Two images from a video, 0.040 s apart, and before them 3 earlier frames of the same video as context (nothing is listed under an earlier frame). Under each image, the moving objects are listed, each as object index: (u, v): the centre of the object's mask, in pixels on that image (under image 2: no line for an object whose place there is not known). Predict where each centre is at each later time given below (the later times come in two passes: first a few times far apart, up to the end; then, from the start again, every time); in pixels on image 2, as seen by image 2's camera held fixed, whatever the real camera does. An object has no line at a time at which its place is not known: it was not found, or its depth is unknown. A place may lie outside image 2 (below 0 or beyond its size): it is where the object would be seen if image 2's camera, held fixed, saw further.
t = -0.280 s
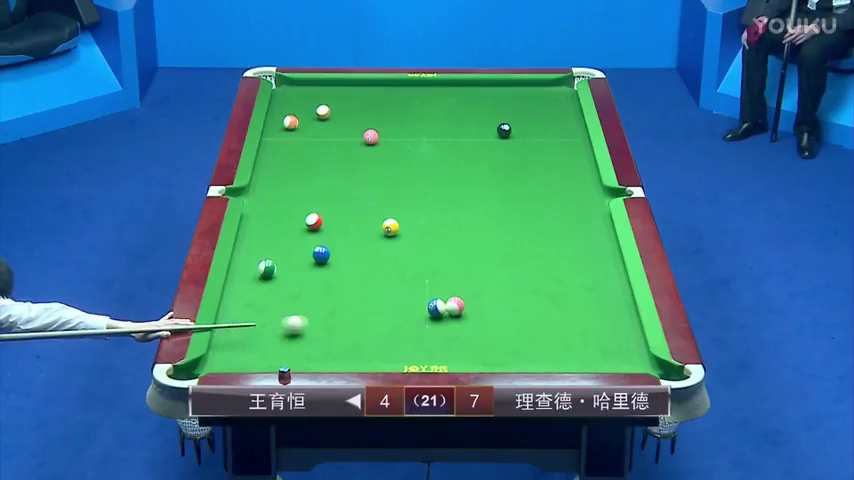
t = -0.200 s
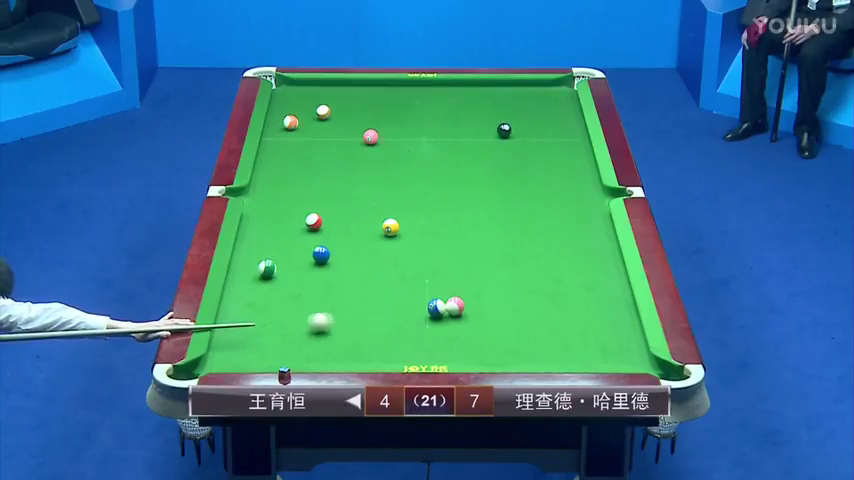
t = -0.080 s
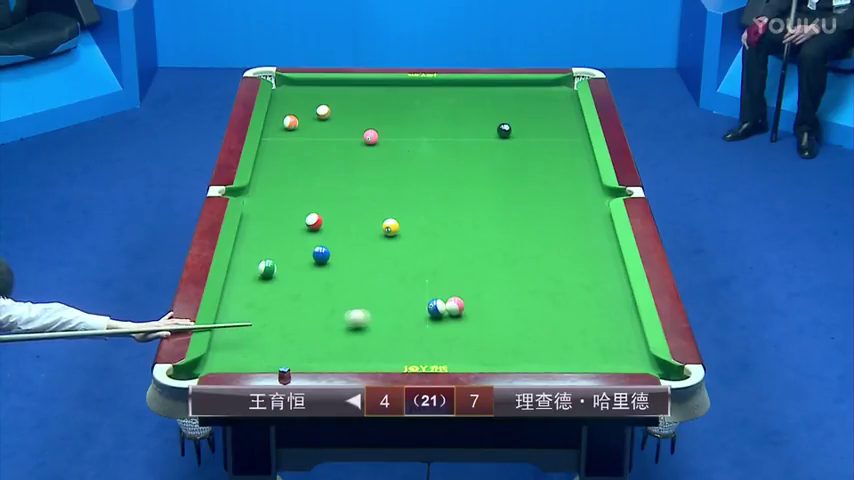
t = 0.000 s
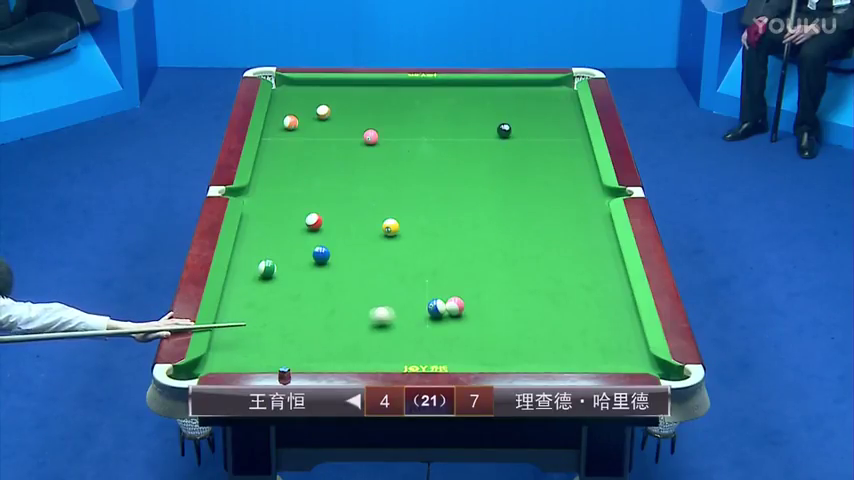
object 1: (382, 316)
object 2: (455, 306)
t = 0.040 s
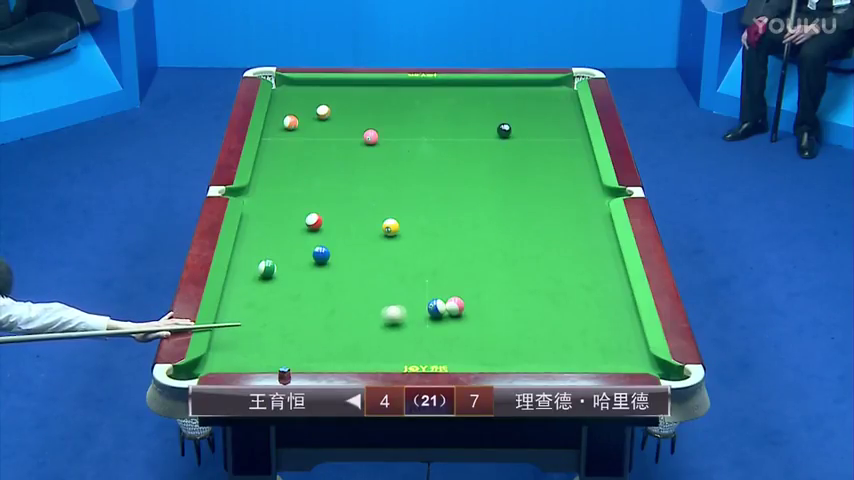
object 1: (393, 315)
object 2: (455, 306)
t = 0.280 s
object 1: (430, 316)
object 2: (486, 302)
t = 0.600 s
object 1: (453, 321)
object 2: (542, 294)
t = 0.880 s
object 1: (472, 325)
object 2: (588, 288)
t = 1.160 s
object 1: (487, 329)
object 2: (613, 283)
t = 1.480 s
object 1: (504, 333)
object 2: (579, 278)
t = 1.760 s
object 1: (515, 336)
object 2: (552, 275)
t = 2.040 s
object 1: (525, 338)
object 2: (528, 271)
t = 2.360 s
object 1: (533, 339)
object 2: (503, 269)
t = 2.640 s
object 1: (537, 340)
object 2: (484, 266)
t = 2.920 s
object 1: (539, 341)
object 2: (468, 264)
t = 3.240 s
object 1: (540, 341)
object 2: (452, 262)
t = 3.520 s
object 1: (540, 341)
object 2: (440, 261)
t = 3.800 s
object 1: (540, 341)
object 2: (431, 259)
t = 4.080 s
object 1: (540, 341)
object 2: (423, 259)
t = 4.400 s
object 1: (540, 341)
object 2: (418, 258)
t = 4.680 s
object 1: (540, 341)
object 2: (415, 258)
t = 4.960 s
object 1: (540, 341)
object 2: (415, 258)
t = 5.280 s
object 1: (540, 341)
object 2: (415, 258)
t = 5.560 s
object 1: (540, 341)
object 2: (415, 258)
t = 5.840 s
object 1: (540, 341)
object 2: (415, 258)
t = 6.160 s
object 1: (540, 341)
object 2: (415, 258)
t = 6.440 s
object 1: (540, 341)
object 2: (415, 258)
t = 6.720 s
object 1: (540, 341)
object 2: (415, 258)
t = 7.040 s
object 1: (540, 341)
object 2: (415, 258)
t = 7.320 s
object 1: (540, 341)
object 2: (415, 258)
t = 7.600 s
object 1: (540, 341)
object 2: (415, 258)
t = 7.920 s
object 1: (540, 341)
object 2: (416, 258)
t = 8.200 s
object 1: (540, 341)
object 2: (416, 258)
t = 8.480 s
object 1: (540, 342)
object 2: (416, 258)
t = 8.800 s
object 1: (540, 341)
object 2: (416, 258)
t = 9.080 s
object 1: (540, 341)
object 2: (416, 258)
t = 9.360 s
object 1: (540, 341)
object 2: (416, 258)
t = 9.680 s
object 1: (540, 341)
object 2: (416, 258)
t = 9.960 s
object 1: (540, 341)
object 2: (416, 258)
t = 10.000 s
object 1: (540, 341)
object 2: (416, 258)
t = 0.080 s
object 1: (405, 314)
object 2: (455, 306)
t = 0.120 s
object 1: (416, 313)
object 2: (455, 306)
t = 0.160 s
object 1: (421, 314)
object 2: (462, 305)
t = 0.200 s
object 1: (423, 314)
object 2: (470, 304)
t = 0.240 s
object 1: (426, 315)
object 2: (478, 303)
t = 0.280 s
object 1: (430, 316)
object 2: (486, 302)
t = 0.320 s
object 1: (433, 316)
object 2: (493, 301)
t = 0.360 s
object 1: (436, 317)
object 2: (500, 300)
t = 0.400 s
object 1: (439, 318)
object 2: (507, 299)
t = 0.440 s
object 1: (442, 318)
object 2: (515, 298)
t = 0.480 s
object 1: (445, 319)
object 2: (521, 297)
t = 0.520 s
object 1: (448, 320)
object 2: (528, 296)
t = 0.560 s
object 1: (451, 321)
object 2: (535, 295)
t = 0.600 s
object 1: (453, 321)
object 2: (542, 294)
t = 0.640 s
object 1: (456, 322)
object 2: (549, 294)
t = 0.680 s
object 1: (459, 322)
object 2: (555, 293)
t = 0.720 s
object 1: (461, 323)
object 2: (562, 292)
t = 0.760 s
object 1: (464, 323)
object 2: (569, 291)
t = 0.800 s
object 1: (466, 324)
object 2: (575, 290)
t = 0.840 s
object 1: (469, 325)
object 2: (581, 289)
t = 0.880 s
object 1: (472, 325)
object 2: (588, 288)
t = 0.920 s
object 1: (474, 326)
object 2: (595, 287)
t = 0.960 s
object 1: (476, 326)
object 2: (601, 287)
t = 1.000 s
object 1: (479, 327)
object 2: (606, 286)
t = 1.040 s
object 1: (481, 328)
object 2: (613, 285)
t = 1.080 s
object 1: (483, 328)
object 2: (619, 284)
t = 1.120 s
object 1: (485, 329)
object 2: (618, 284)
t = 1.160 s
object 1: (487, 329)
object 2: (613, 283)
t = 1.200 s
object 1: (490, 330)
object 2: (609, 282)
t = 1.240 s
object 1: (492, 330)
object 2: (604, 282)
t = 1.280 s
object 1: (494, 331)
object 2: (599, 281)
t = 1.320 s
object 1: (496, 331)
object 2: (595, 281)
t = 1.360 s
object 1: (498, 332)
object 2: (591, 280)
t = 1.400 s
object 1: (500, 332)
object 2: (587, 280)
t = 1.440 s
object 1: (502, 332)
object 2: (583, 279)
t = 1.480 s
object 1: (504, 333)
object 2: (579, 278)
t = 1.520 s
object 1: (506, 333)
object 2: (575, 278)
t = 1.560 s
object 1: (507, 334)
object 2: (571, 277)
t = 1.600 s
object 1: (509, 334)
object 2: (567, 277)
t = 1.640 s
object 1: (511, 335)
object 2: (563, 276)
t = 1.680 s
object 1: (512, 335)
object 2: (560, 276)
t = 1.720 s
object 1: (514, 335)
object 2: (556, 275)
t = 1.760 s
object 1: (515, 336)
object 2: (552, 275)
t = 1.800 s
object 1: (517, 336)
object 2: (549, 274)
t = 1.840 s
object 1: (518, 336)
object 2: (545, 274)
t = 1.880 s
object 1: (520, 337)
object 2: (542, 273)
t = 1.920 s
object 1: (521, 337)
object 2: (538, 273)
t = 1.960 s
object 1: (522, 337)
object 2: (535, 272)
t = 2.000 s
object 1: (523, 338)
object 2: (531, 272)
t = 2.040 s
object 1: (525, 338)
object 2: (528, 271)
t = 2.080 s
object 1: (526, 338)
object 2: (525, 271)
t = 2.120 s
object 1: (527, 338)
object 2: (522, 271)
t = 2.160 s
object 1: (528, 339)
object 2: (518, 270)
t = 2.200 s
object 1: (529, 339)
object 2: (515, 270)
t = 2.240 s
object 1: (530, 339)
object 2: (513, 270)
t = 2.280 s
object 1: (531, 339)
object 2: (510, 269)
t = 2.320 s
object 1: (532, 339)
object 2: (506, 269)
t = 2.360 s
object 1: (533, 339)
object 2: (503, 269)
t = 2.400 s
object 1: (533, 339)
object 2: (501, 268)
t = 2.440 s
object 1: (534, 340)
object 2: (498, 268)
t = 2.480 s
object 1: (535, 340)
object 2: (495, 267)
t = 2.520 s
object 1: (536, 340)
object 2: (492, 267)
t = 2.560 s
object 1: (536, 340)
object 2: (490, 267)
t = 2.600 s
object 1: (537, 340)
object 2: (487, 266)
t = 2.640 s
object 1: (537, 340)
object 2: (484, 266)
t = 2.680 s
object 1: (538, 341)
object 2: (482, 266)
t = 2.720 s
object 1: (538, 341)
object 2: (479, 265)
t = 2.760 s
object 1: (538, 341)
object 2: (477, 265)
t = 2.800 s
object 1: (538, 341)
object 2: (474, 265)
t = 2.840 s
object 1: (539, 341)
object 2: (472, 265)
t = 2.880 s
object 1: (539, 341)
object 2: (470, 264)
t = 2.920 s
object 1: (539, 341)
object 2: (468, 264)
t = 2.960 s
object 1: (539, 341)
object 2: (465, 264)
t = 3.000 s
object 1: (540, 341)
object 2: (464, 264)
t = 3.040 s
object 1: (540, 341)
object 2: (462, 264)
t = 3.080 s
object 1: (540, 341)
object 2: (460, 263)
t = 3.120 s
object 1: (540, 341)
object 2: (457, 263)
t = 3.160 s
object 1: (540, 341)
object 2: (456, 263)
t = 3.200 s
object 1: (540, 341)
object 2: (454, 262)
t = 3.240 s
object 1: (540, 341)
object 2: (452, 262)
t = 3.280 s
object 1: (540, 341)
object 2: (450, 262)
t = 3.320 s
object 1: (540, 341)
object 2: (448, 262)
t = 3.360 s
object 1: (540, 341)
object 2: (447, 262)
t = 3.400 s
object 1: (540, 341)
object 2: (445, 261)
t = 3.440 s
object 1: (540, 341)
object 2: (443, 261)
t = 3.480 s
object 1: (540, 341)
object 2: (442, 261)
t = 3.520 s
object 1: (540, 341)
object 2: (440, 261)
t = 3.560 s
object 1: (540, 341)
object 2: (439, 260)
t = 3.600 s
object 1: (540, 341)
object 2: (437, 260)
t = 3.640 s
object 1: (540, 341)
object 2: (436, 260)
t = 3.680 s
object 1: (540, 341)
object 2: (435, 260)
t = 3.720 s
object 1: (540, 341)
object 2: (433, 260)
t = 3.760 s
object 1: (540, 341)
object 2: (432, 259)
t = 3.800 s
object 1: (540, 341)
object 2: (431, 259)
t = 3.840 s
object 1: (540, 341)
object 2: (430, 259)
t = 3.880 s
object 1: (540, 341)
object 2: (428, 259)
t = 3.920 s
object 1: (540, 341)
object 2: (427, 259)
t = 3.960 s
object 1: (540, 341)
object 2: (426, 259)
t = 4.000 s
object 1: (540, 341)
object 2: (425, 259)
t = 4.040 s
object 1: (540, 341)
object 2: (424, 259)
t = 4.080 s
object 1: (540, 341)
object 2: (423, 259)
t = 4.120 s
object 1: (540, 341)
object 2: (422, 259)
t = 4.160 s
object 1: (540, 341)
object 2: (422, 258)
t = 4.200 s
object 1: (540, 341)
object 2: (421, 258)
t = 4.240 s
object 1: (540, 341)
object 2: (420, 258)
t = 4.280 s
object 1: (540, 341)
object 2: (419, 258)
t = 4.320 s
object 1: (540, 341)
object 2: (419, 258)
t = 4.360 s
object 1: (540, 341)
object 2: (418, 258)
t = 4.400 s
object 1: (540, 341)
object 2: (418, 258)
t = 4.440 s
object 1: (540, 341)
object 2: (417, 258)
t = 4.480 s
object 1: (540, 341)
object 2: (417, 258)
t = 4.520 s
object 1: (540, 341)
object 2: (417, 258)
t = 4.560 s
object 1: (540, 341)
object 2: (416, 258)
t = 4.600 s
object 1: (540, 341)
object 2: (416, 258)
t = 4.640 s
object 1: (540, 341)
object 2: (415, 258)
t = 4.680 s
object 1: (540, 341)
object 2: (415, 258)
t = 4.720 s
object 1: (540, 341)
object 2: (415, 258)
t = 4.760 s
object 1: (540, 341)
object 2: (415, 258)
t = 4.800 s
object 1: (540, 341)
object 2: (415, 258)
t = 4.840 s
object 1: (540, 341)
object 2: (415, 258)
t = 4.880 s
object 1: (540, 341)
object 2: (415, 258)
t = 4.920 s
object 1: (540, 341)
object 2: (415, 258)
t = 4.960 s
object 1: (540, 341)
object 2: (415, 258)
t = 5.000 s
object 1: (540, 341)
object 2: (415, 258)
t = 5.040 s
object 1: (540, 341)
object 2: (415, 258)
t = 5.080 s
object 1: (540, 341)
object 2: (415, 258)
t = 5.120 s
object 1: (540, 341)
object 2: (415, 258)
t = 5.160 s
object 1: (540, 341)
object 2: (415, 258)
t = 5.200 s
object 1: (540, 341)
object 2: (415, 258)
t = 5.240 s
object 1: (540, 341)
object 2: (415, 258)
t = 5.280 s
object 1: (540, 341)
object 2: (415, 258)
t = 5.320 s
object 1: (540, 341)
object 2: (415, 258)
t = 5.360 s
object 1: (540, 341)
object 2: (415, 258)
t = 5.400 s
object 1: (540, 341)
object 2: (415, 258)
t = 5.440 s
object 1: (540, 341)
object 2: (415, 258)
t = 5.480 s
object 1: (540, 341)
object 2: (415, 258)
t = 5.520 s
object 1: (540, 341)
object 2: (415, 258)
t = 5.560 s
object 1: (540, 341)
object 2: (415, 258)
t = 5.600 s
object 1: (540, 341)
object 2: (415, 258)
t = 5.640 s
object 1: (540, 341)
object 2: (415, 258)
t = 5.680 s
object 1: (540, 341)
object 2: (415, 258)
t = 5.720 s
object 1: (540, 341)
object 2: (415, 258)
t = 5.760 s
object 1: (540, 341)
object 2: (415, 258)
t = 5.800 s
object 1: (540, 341)
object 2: (415, 258)
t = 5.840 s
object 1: (540, 341)
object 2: (415, 258)
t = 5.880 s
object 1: (540, 341)
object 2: (415, 258)
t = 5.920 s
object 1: (540, 341)
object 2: (415, 258)
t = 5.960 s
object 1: (540, 341)
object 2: (415, 258)
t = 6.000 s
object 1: (540, 341)
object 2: (415, 258)
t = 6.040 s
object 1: (540, 341)
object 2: (415, 258)
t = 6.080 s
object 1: (540, 341)
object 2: (415, 258)
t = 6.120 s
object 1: (540, 341)
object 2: (415, 258)
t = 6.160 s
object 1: (540, 341)
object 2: (415, 258)
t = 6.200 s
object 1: (540, 341)
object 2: (415, 258)
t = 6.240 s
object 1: (540, 341)
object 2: (415, 258)
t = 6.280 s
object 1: (540, 341)
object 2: (415, 258)
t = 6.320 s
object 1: (540, 341)
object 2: (415, 258)
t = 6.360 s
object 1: (540, 341)
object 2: (415, 258)
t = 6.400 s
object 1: (540, 341)
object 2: (415, 258)
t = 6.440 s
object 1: (540, 341)
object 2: (415, 258)
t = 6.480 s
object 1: (540, 341)
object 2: (415, 258)
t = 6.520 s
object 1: (540, 341)
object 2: (415, 258)
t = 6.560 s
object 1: (540, 341)
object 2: (415, 258)
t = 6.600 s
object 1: (540, 341)
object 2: (415, 258)
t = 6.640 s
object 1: (540, 341)
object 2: (415, 258)
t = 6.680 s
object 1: (540, 341)
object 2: (415, 258)
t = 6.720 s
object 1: (540, 341)
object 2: (415, 258)
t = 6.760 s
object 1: (540, 341)
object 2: (415, 258)
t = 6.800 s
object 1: (540, 341)
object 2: (415, 258)
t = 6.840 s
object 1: (540, 341)
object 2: (415, 258)
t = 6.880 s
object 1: (540, 341)
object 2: (415, 258)
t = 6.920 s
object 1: (540, 341)
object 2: (415, 258)
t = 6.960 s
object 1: (540, 341)
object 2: (415, 258)
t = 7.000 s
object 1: (540, 341)
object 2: (415, 258)
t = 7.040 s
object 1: (540, 341)
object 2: (415, 258)
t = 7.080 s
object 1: (540, 342)
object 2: (415, 258)
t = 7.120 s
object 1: (540, 341)
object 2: (415, 258)
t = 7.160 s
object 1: (540, 341)
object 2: (415, 258)
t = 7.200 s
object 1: (540, 341)
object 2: (415, 258)
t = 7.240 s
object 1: (540, 341)
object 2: (415, 258)
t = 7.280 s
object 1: (540, 341)
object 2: (415, 258)
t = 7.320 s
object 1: (540, 341)
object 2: (415, 258)
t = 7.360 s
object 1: (540, 341)
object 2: (415, 258)
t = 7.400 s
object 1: (540, 341)
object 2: (415, 258)
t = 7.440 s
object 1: (540, 341)
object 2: (415, 258)
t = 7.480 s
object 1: (540, 341)
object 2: (415, 258)
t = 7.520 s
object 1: (540, 341)
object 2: (415, 258)
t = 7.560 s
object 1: (540, 341)
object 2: (415, 258)
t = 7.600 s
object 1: (540, 341)
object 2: (415, 258)
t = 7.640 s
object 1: (540, 341)
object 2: (415, 258)
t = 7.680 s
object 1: (540, 341)
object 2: (415, 258)
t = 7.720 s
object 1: (540, 341)
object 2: (415, 258)
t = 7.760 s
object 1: (540, 341)
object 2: (415, 258)
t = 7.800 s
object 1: (540, 341)
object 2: (415, 258)
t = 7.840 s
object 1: (540, 341)
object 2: (415, 258)
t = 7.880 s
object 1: (540, 341)
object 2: (416, 258)
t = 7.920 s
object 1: (540, 341)
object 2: (416, 258)
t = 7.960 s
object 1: (540, 341)
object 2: (416, 258)
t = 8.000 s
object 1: (540, 341)
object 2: (416, 258)
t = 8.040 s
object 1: (540, 341)
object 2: (416, 258)
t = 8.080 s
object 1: (540, 341)
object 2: (416, 258)
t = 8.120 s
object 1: (540, 341)
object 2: (416, 258)
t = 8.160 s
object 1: (540, 341)
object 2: (416, 258)
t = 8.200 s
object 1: (540, 341)
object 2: (416, 258)
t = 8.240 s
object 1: (540, 341)
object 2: (416, 258)
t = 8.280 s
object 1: (540, 341)
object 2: (416, 258)
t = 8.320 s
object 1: (540, 341)
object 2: (416, 258)
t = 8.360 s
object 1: (540, 342)
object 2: (416, 258)
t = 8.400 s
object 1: (540, 341)
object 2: (416, 258)
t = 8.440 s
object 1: (540, 342)
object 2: (416, 258)
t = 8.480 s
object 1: (540, 342)
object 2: (416, 258)
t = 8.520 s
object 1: (540, 341)
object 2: (416, 258)
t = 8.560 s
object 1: (540, 342)
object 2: (416, 258)
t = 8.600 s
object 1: (540, 342)
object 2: (416, 258)
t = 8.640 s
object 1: (540, 341)
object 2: (416, 258)
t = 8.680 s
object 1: (540, 341)
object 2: (416, 258)
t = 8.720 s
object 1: (540, 341)
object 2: (416, 258)
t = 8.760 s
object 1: (540, 341)
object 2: (416, 258)
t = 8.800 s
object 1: (540, 341)
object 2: (416, 258)
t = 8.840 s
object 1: (540, 341)
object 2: (416, 258)
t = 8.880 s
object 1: (540, 341)
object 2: (416, 258)
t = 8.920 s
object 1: (540, 341)
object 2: (416, 258)
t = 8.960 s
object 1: (540, 341)
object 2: (416, 258)
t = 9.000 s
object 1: (540, 341)
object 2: (416, 258)
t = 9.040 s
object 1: (540, 341)
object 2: (416, 258)
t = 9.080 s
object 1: (540, 341)
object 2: (416, 258)
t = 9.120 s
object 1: (540, 341)
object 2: (416, 258)
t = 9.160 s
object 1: (540, 341)
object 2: (416, 258)
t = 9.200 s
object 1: (540, 341)
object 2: (416, 258)
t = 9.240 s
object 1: (540, 341)
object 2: (416, 258)
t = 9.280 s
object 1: (540, 341)
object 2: (416, 258)
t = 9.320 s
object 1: (540, 341)
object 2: (416, 258)
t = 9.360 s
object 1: (540, 341)
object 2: (416, 258)
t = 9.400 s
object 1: (540, 341)
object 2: (416, 258)
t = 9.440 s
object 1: (540, 341)
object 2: (416, 258)
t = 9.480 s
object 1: (540, 341)
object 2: (416, 258)
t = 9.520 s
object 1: (540, 341)
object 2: (416, 258)
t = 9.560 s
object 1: (540, 341)
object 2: (416, 258)
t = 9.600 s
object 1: (540, 341)
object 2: (416, 258)
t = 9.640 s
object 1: (540, 341)
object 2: (416, 258)
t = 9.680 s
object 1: (540, 341)
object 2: (416, 258)
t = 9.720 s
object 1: (540, 341)
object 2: (416, 258)
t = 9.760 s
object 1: (540, 341)
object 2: (416, 258)
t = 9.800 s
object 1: (540, 341)
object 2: (416, 258)
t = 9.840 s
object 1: (540, 341)
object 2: (416, 258)
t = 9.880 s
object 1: (540, 341)
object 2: (416, 258)
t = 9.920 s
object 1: (540, 341)
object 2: (416, 258)
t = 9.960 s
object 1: (540, 341)
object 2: (416, 258)
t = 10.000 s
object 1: (540, 341)
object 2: (416, 258)
